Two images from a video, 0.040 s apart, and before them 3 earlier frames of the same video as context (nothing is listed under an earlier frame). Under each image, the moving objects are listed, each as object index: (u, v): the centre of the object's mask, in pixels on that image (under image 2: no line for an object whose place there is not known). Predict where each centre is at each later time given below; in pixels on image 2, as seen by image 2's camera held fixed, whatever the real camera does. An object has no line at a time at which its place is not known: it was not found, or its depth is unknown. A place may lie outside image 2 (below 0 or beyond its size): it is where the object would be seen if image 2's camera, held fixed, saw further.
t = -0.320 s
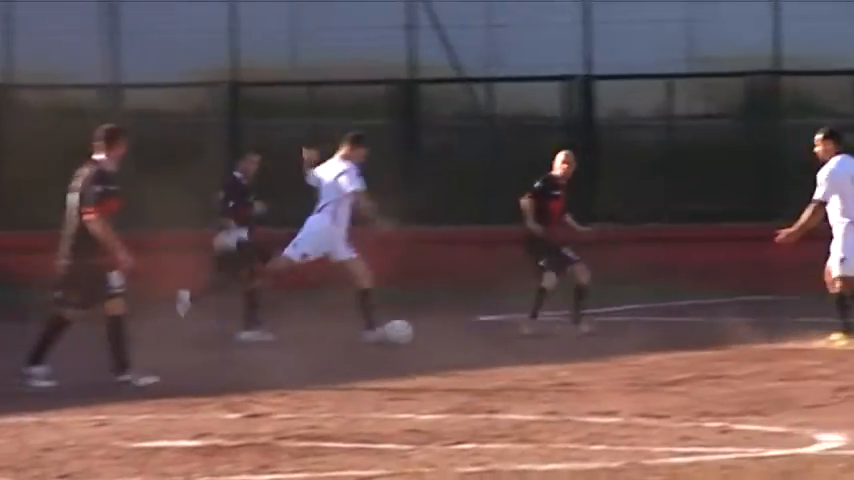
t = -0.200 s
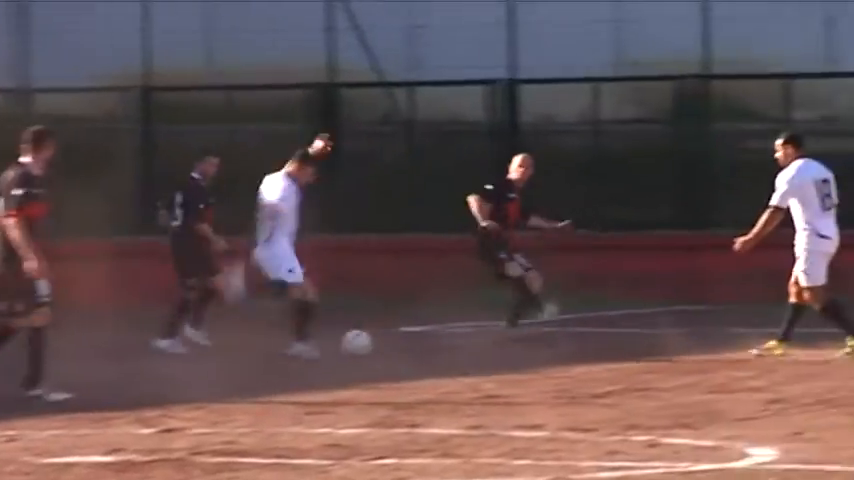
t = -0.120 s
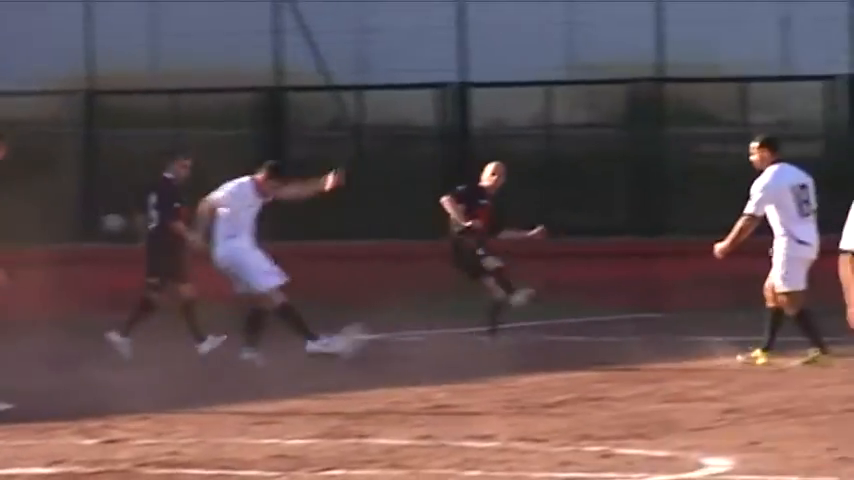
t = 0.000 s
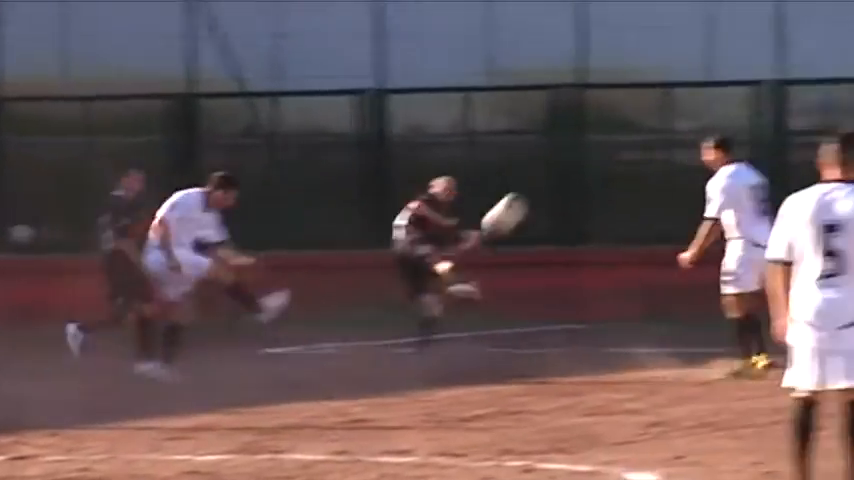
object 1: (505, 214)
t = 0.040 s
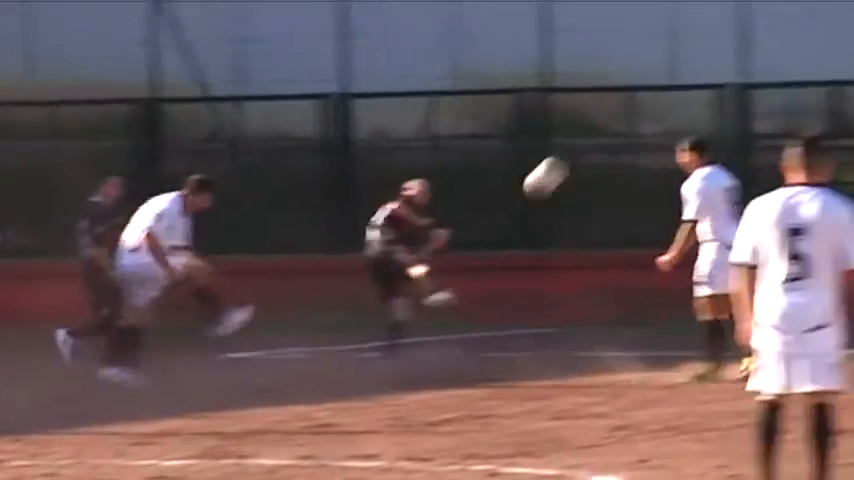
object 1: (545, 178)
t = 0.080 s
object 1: (616, 138)
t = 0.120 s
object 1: (688, 105)
